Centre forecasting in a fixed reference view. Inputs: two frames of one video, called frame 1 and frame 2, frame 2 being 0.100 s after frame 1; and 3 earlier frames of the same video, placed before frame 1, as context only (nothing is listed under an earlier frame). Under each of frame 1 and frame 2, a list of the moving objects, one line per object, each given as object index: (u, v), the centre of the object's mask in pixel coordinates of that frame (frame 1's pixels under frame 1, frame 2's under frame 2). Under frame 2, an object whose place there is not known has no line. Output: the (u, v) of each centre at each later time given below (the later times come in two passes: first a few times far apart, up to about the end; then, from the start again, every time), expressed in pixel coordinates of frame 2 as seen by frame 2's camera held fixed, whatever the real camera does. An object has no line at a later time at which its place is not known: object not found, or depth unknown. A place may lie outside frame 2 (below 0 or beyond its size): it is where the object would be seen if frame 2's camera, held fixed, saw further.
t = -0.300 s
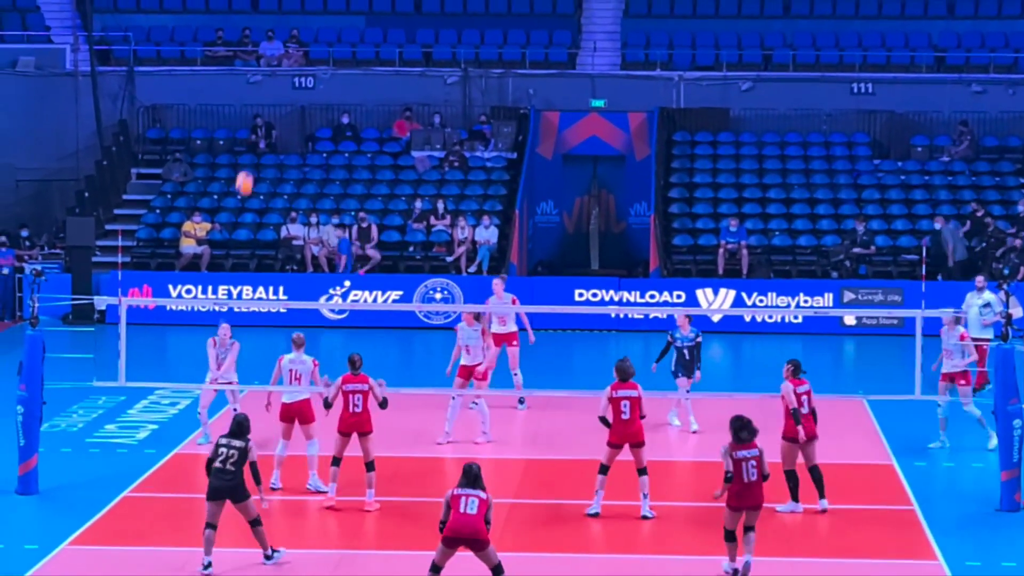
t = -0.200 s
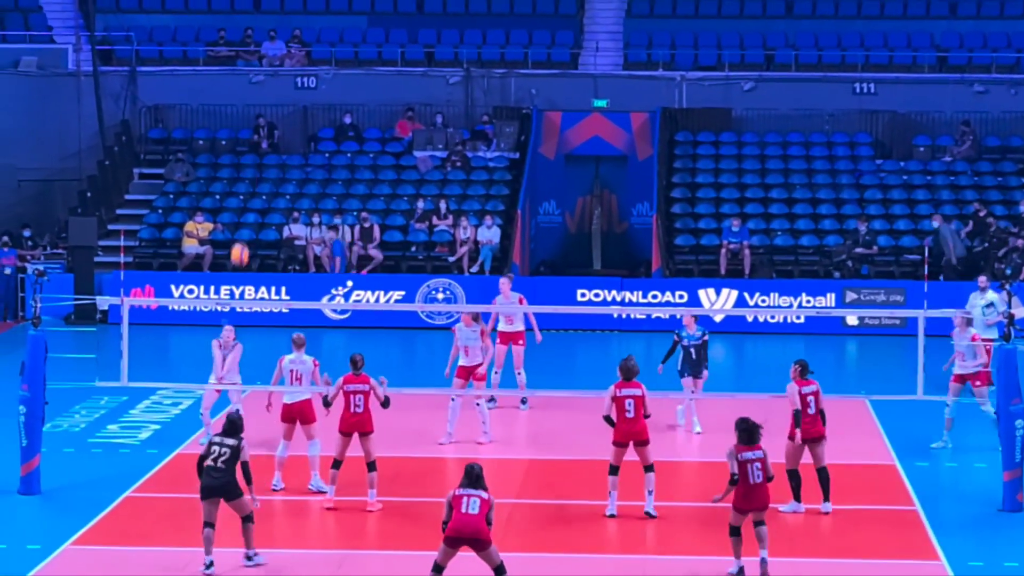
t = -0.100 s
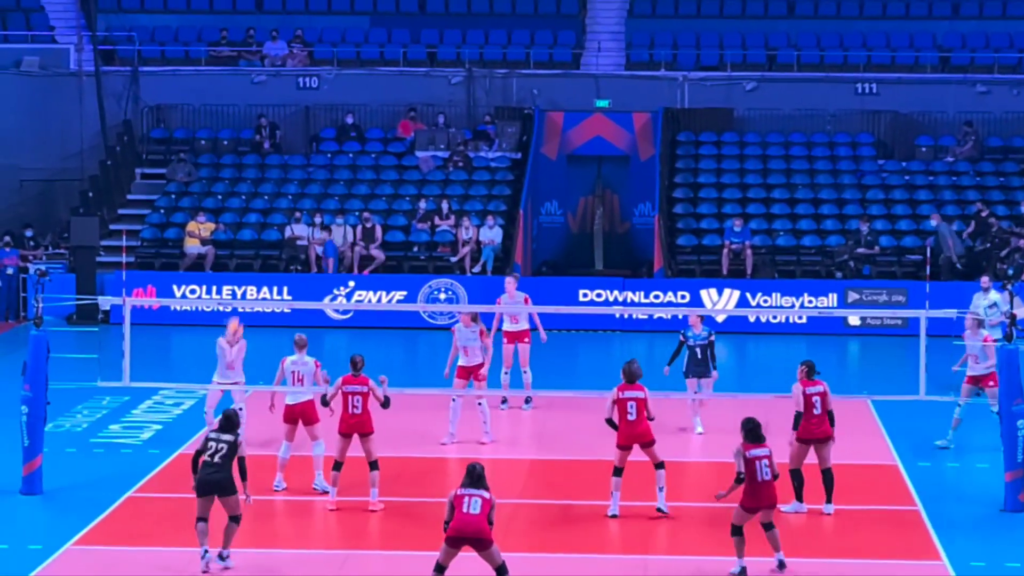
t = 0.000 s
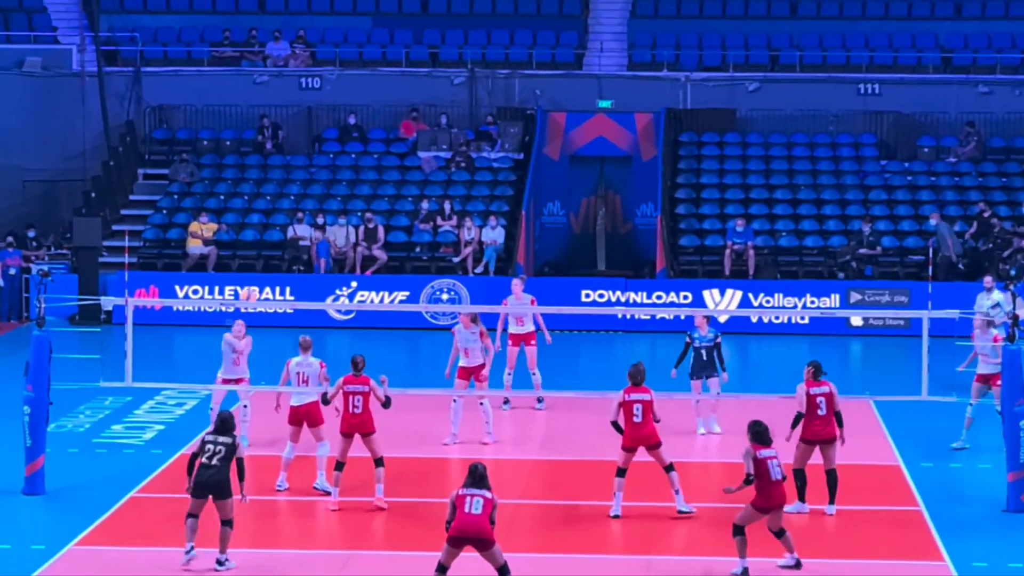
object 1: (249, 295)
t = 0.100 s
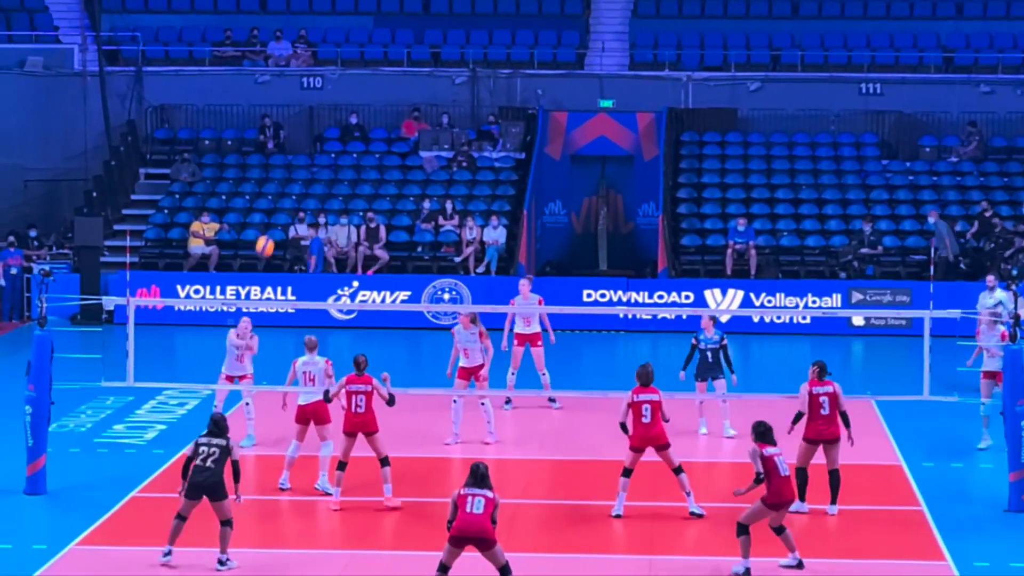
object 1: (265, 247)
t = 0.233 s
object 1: (285, 189)
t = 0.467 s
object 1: (320, 123)
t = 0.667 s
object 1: (351, 101)
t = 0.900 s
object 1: (386, 116)
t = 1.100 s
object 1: (416, 164)
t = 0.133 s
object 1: (270, 232)
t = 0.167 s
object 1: (275, 216)
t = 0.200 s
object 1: (280, 202)
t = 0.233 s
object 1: (285, 189)
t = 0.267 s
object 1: (290, 177)
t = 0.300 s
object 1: (295, 166)
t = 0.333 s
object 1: (300, 156)
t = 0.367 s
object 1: (306, 146)
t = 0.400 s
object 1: (310, 138)
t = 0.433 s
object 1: (316, 130)
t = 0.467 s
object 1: (320, 123)
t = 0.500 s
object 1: (326, 117)
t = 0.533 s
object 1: (331, 112)
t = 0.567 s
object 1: (336, 108)
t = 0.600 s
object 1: (341, 105)
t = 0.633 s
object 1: (346, 103)
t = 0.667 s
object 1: (351, 101)
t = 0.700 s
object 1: (356, 101)
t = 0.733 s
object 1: (361, 101)
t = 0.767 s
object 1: (367, 102)
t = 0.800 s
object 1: (371, 104)
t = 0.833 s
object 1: (377, 107)
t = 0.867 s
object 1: (381, 111)
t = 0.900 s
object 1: (386, 116)
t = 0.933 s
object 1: (392, 122)
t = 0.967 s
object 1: (396, 129)
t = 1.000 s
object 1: (402, 136)
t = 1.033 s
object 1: (406, 144)
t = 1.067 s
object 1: (411, 154)
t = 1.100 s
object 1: (416, 164)
